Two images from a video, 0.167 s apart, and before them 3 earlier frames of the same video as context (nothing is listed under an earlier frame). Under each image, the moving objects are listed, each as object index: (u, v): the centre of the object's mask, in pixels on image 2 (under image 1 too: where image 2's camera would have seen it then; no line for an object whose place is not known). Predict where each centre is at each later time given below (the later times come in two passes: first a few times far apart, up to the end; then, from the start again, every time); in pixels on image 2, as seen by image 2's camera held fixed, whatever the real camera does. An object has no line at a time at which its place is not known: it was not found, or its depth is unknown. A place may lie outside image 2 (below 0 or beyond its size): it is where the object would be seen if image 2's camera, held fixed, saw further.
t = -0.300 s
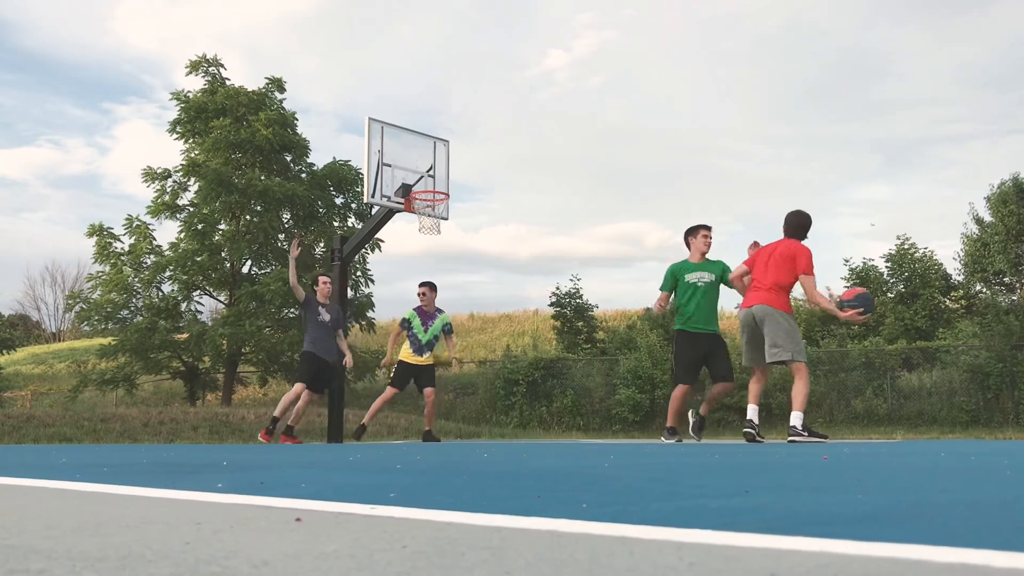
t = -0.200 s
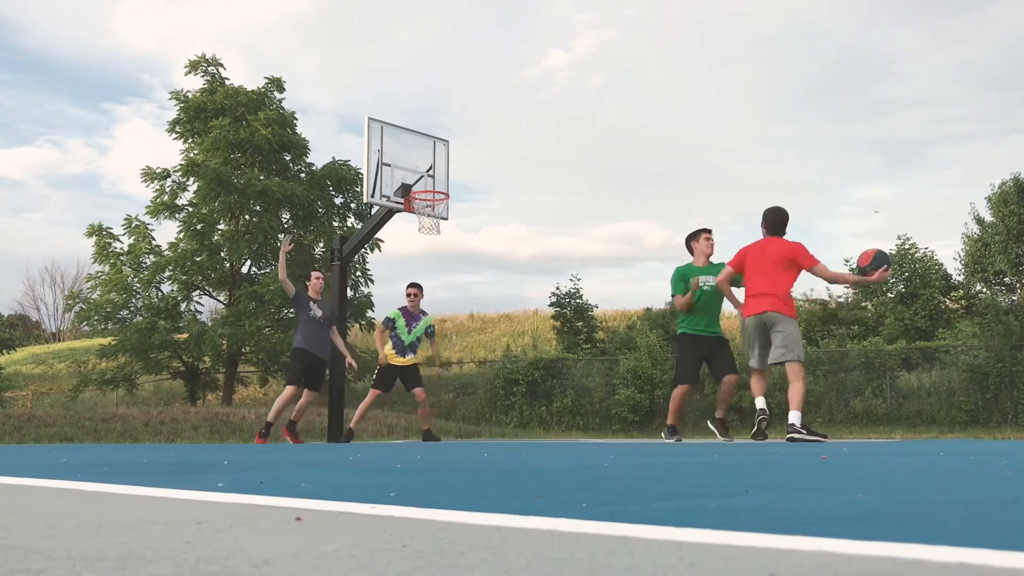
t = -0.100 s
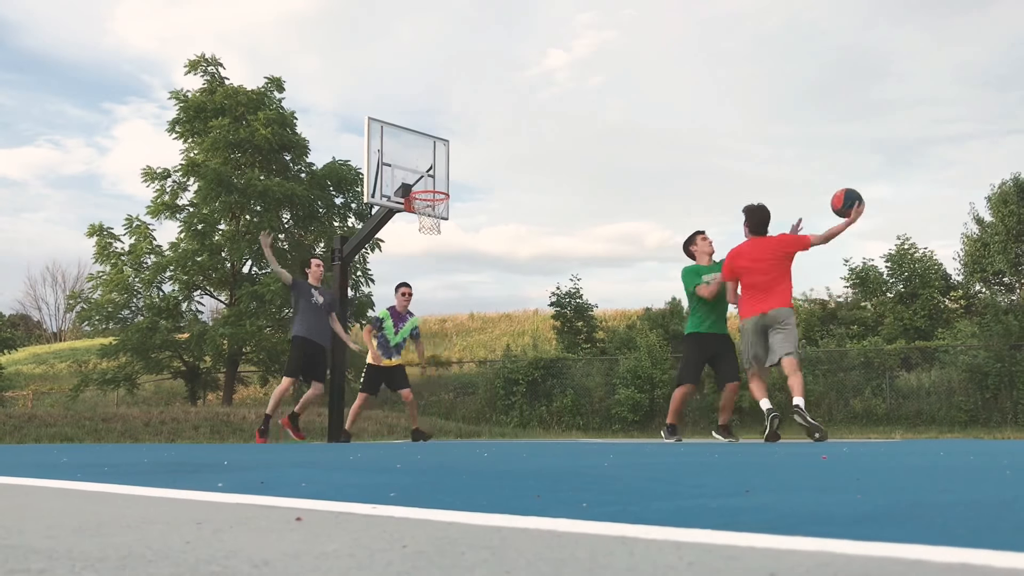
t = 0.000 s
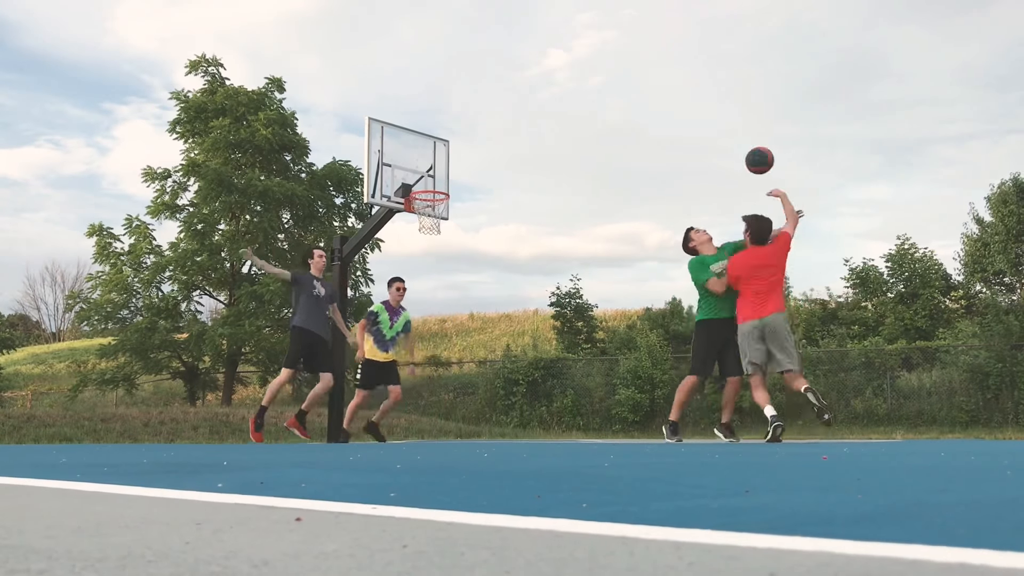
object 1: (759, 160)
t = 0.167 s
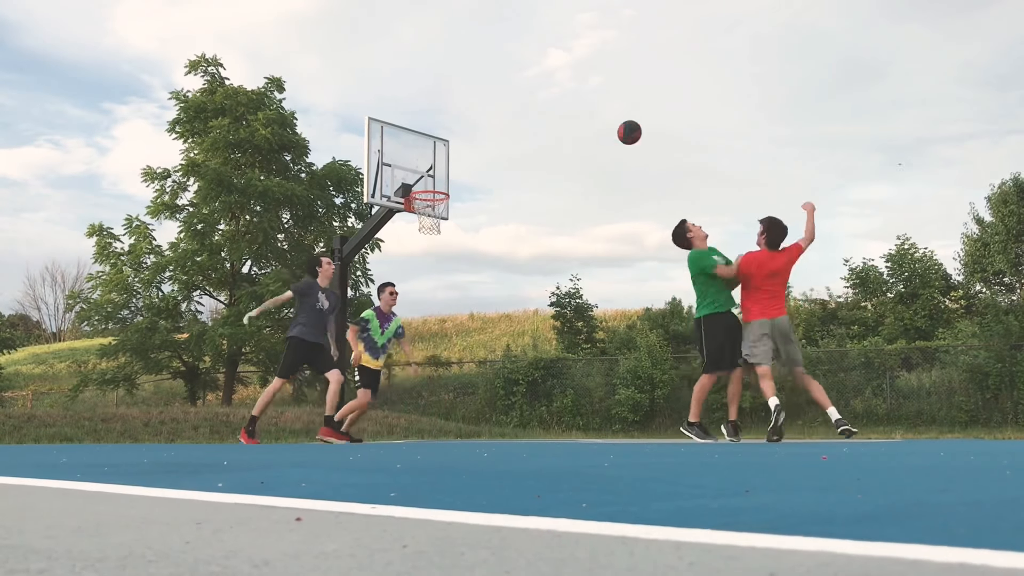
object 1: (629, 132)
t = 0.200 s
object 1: (607, 131)
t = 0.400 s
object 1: (496, 141)
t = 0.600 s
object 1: (433, 171)
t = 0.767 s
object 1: (491, 194)
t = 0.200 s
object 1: (607, 131)
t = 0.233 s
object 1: (586, 130)
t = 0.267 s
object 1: (567, 130)
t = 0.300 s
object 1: (548, 132)
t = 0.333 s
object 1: (530, 134)
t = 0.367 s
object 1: (513, 137)
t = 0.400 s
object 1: (496, 141)
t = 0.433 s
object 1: (481, 145)
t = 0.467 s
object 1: (466, 150)
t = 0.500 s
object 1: (451, 156)
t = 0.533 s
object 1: (438, 162)
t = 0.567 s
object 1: (424, 169)
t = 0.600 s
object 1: (433, 171)
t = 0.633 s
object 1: (445, 174)
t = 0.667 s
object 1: (456, 178)
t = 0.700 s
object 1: (468, 182)
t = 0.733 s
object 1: (479, 187)
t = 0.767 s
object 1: (491, 194)
